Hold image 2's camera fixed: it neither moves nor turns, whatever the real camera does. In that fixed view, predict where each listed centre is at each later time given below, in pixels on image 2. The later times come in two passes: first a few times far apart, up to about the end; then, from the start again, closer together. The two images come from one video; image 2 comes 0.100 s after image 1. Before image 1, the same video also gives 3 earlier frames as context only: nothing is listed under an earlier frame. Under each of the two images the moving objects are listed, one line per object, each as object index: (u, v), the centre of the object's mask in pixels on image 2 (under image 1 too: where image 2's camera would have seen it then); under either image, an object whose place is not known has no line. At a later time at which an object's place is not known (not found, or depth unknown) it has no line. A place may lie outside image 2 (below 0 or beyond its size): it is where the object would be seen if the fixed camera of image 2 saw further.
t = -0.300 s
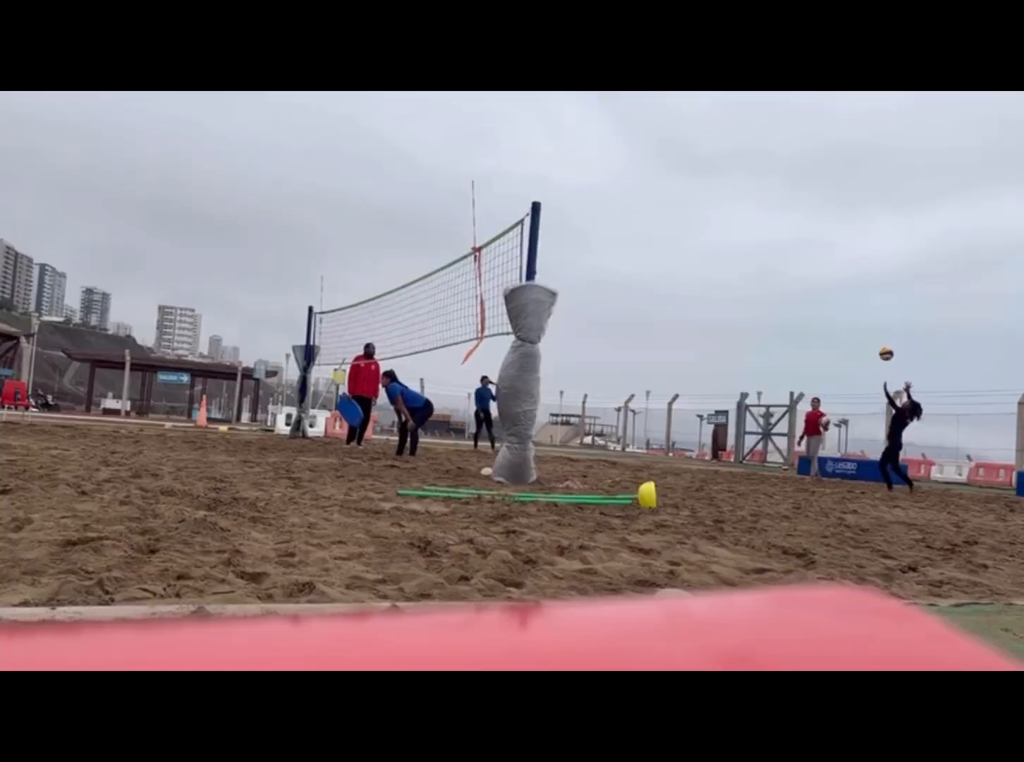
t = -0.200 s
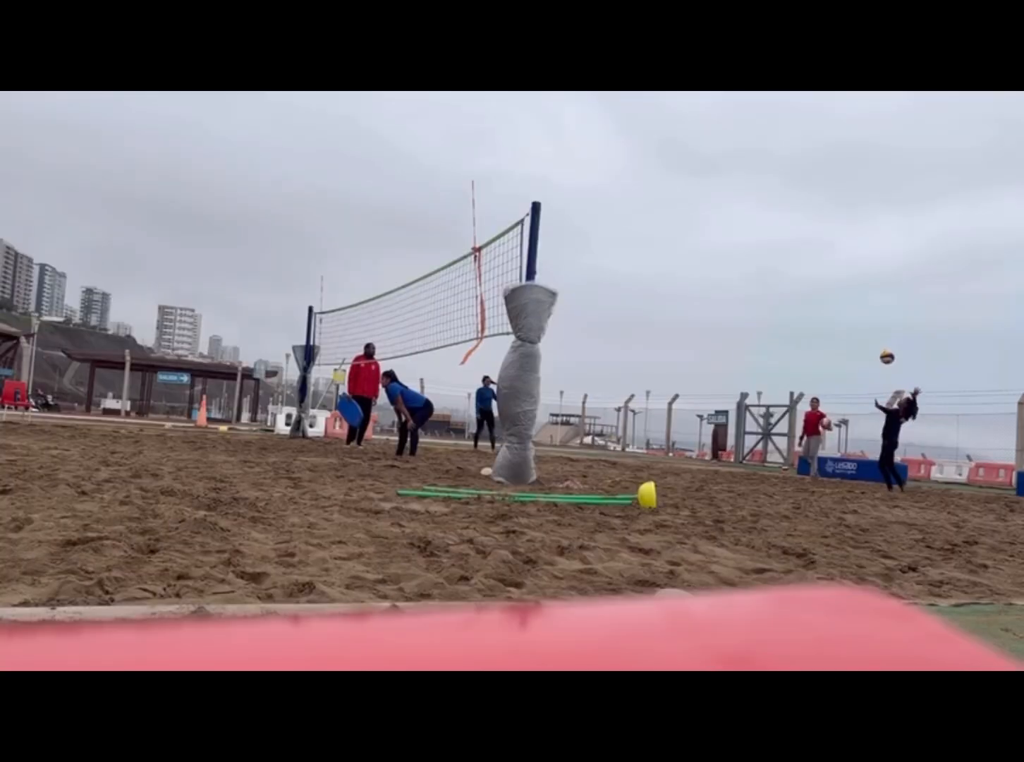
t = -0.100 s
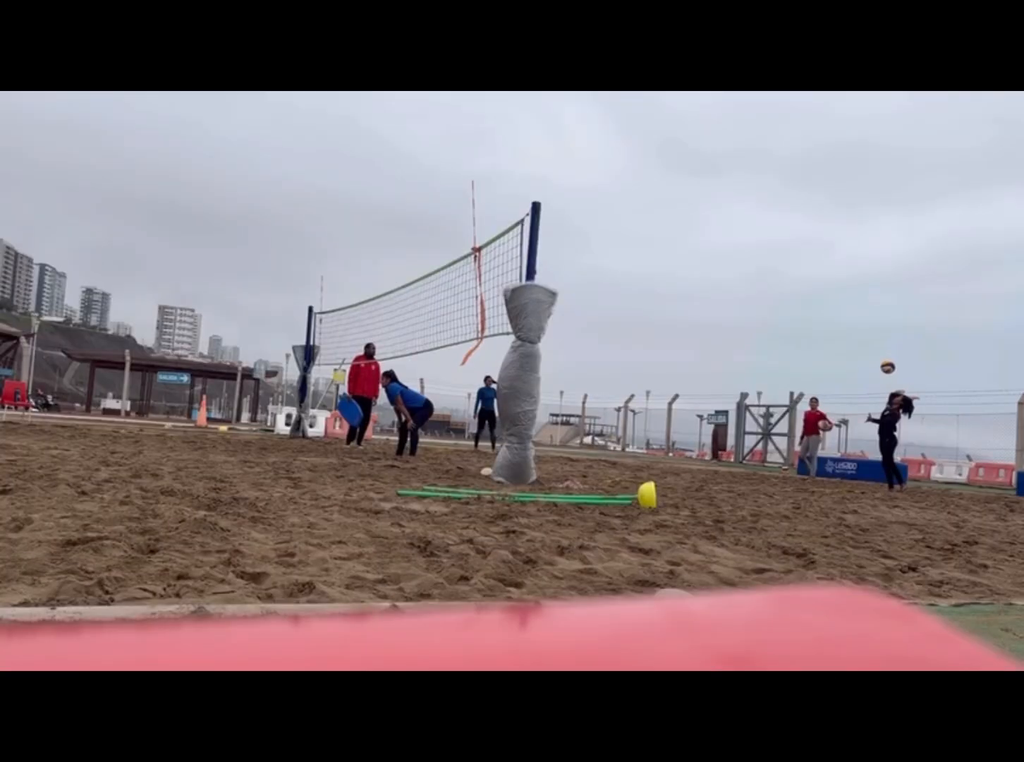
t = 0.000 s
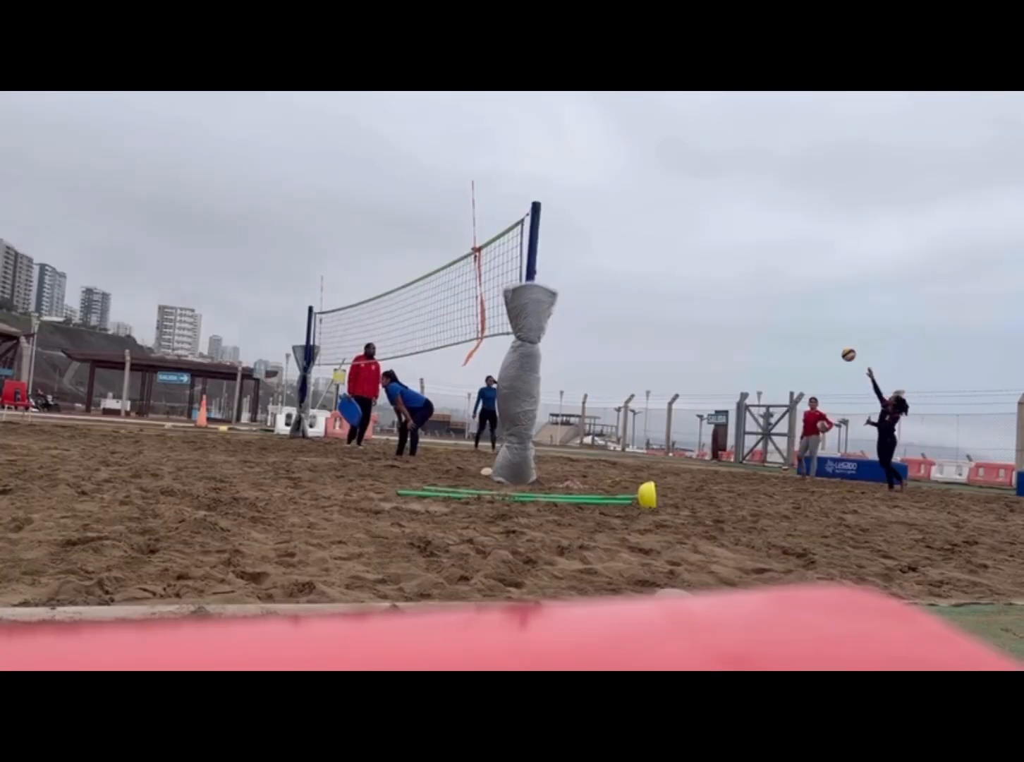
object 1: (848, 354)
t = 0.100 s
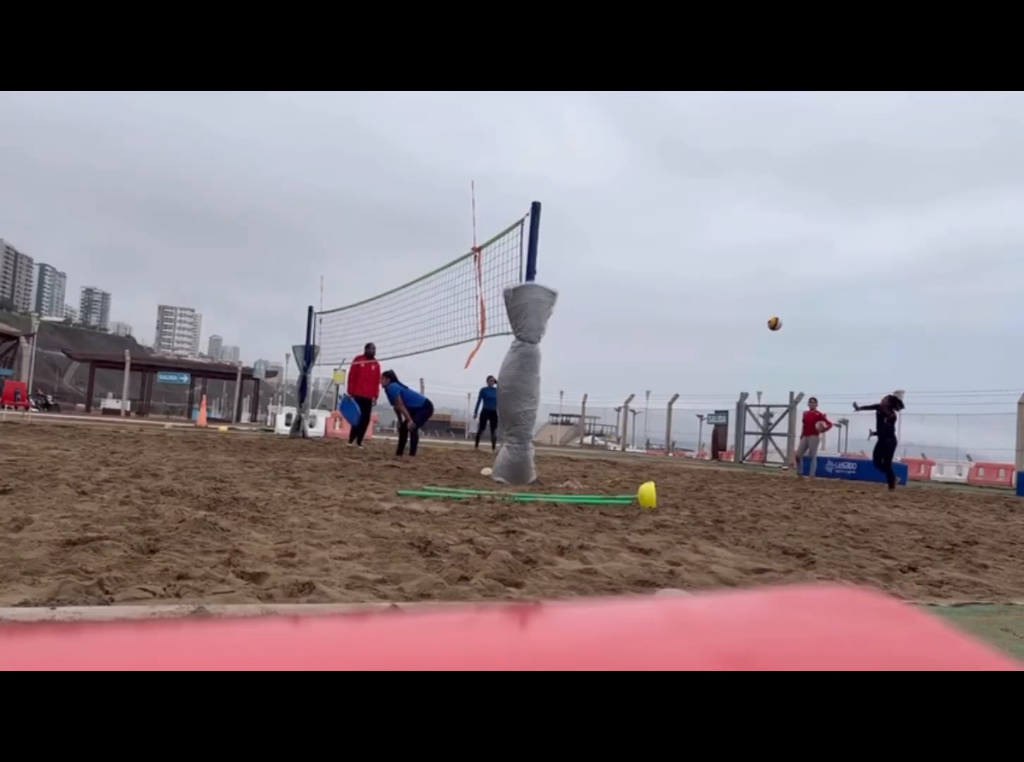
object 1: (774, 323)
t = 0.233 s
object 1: (674, 292)
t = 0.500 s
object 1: (472, 268)
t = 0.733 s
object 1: (291, 282)
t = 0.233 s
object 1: (674, 292)
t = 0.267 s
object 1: (649, 286)
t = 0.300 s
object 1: (624, 281)
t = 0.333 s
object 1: (599, 277)
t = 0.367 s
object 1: (574, 273)
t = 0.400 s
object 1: (549, 270)
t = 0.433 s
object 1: (521, 270)
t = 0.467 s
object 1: (499, 267)
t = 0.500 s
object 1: (472, 268)
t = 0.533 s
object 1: (447, 268)
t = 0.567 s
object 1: (422, 269)
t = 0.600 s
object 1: (397, 271)
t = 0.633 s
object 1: (371, 273)
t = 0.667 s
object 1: (344, 275)
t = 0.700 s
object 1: (318, 278)
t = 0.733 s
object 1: (291, 282)
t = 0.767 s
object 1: (264, 287)
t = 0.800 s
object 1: (237, 293)
